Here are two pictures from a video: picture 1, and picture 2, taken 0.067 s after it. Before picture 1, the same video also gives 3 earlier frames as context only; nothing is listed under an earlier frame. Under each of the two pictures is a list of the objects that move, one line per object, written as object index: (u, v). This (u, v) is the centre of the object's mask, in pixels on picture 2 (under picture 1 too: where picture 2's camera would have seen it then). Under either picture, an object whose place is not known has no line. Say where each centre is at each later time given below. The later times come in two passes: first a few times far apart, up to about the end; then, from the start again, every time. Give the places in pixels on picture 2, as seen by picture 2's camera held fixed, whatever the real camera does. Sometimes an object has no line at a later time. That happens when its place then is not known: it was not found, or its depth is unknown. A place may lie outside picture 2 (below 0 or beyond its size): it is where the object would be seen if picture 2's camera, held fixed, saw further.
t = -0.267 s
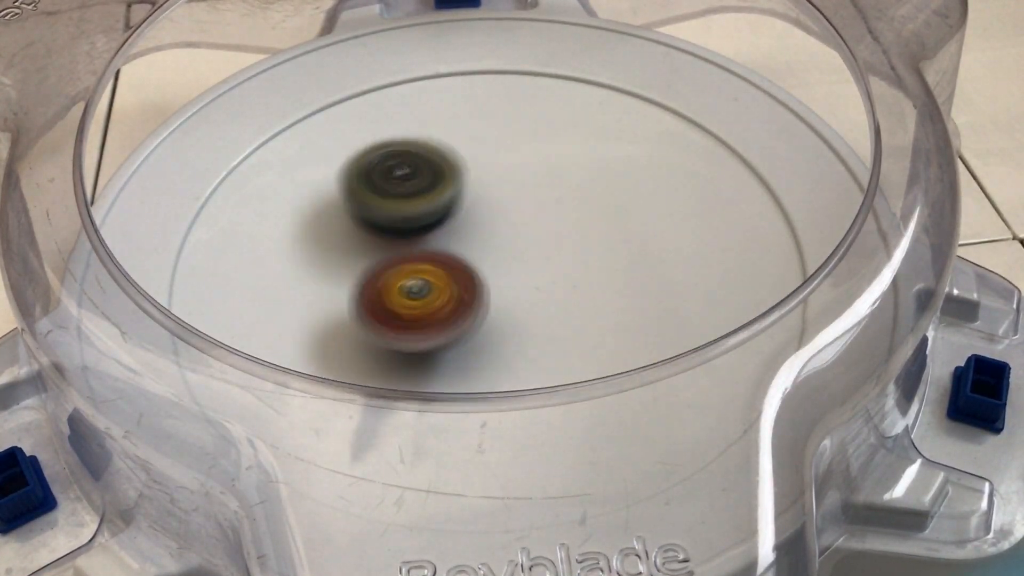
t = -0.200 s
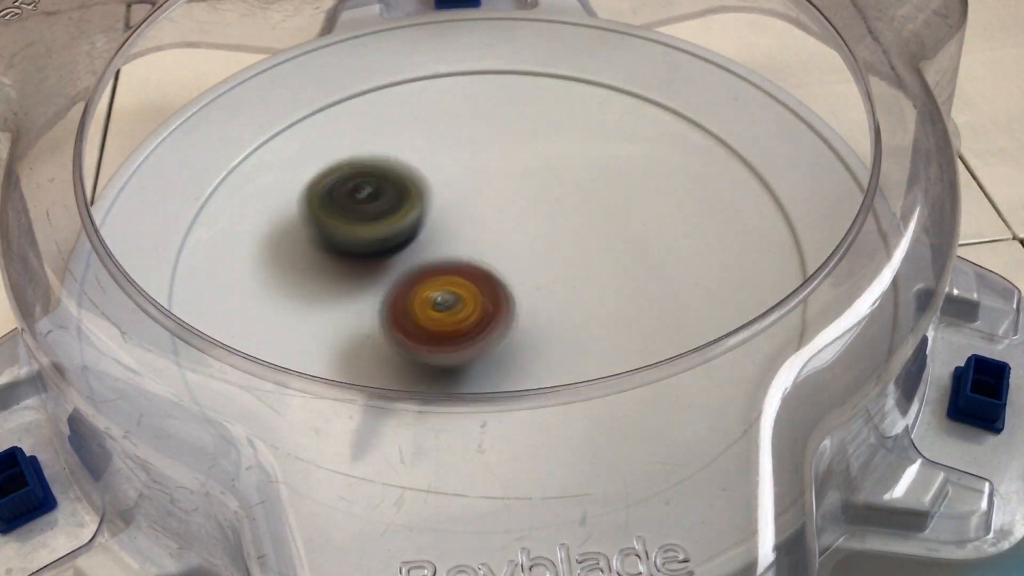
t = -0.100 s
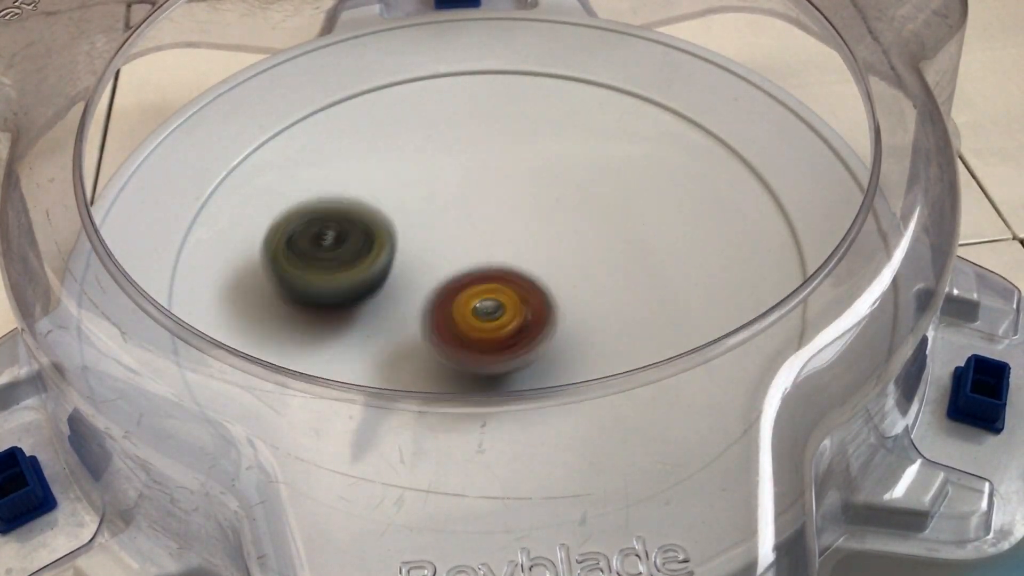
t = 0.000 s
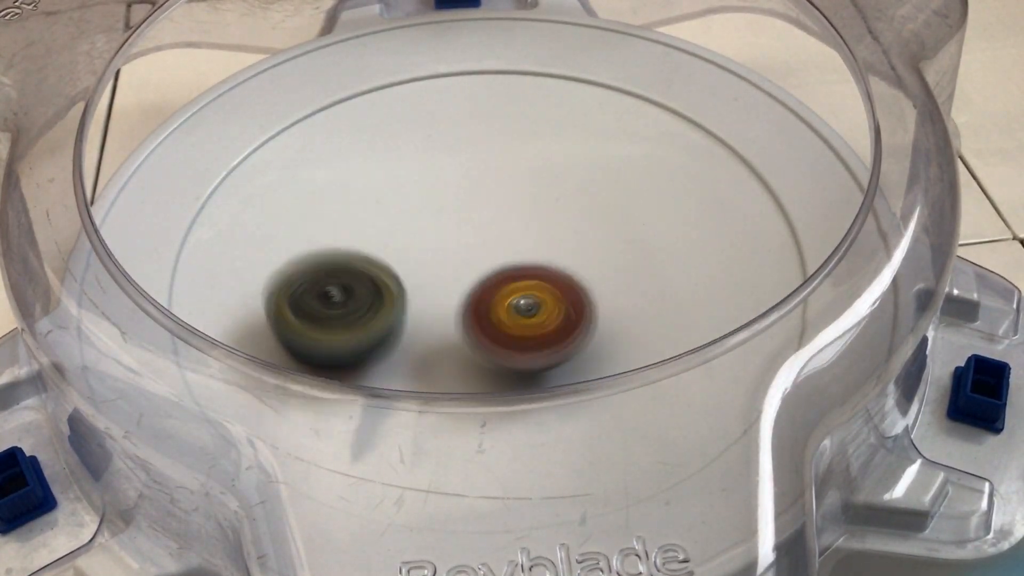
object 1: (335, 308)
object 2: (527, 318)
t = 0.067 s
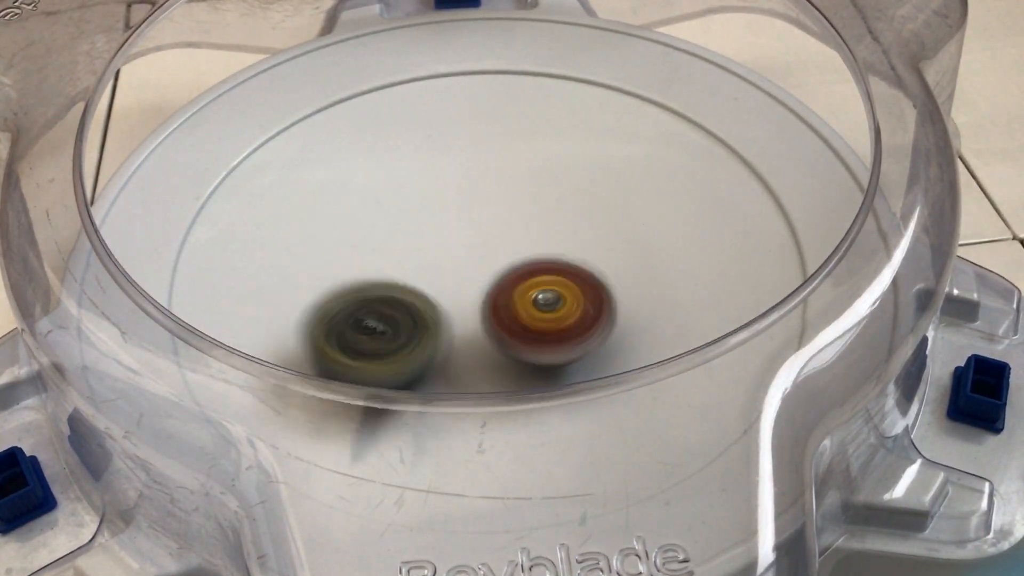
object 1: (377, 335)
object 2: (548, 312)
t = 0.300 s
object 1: (417, 374)
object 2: (694, 214)
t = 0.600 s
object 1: (447, 271)
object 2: (610, 122)
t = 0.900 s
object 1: (231, 217)
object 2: (557, 176)
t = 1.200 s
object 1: (325, 315)
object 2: (558, 257)
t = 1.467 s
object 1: (406, 228)
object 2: (680, 305)
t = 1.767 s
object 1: (381, 162)
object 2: (665, 293)
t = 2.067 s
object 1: (466, 144)
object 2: (505, 304)
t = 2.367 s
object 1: (459, 128)
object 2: (439, 342)
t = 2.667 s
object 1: (605, 241)
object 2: (395, 270)
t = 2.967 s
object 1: (691, 277)
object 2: (361, 205)
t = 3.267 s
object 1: (590, 341)
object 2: (484, 198)
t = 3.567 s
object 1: (419, 351)
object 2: (599, 249)
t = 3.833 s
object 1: (337, 291)
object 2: (607, 304)
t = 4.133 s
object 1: (361, 205)
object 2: (480, 301)
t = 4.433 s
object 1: (473, 132)
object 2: (401, 260)
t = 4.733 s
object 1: (573, 157)
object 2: (456, 231)
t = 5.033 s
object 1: (648, 245)
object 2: (448, 249)
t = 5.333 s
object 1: (553, 311)
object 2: (425, 243)
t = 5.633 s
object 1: (497, 291)
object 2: (435, 202)
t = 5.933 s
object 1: (462, 317)
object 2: (460, 207)
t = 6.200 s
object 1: (432, 334)
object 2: (604, 234)
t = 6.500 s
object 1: (459, 286)
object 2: (540, 218)
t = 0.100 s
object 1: (406, 343)
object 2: (556, 309)
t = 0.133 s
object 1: (440, 348)
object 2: (564, 304)
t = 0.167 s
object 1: (433, 352)
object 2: (601, 288)
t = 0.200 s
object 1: (421, 355)
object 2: (638, 270)
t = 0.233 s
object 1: (414, 369)
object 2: (663, 252)
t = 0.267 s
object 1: (413, 373)
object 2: (681, 233)
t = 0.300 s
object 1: (417, 374)
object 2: (694, 214)
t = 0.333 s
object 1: (423, 373)
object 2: (701, 194)
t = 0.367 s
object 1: (432, 358)
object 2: (702, 176)
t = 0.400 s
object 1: (441, 355)
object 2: (698, 159)
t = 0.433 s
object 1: (448, 348)
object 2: (690, 144)
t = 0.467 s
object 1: (453, 340)
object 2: (678, 133)
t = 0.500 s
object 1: (456, 326)
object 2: (664, 126)
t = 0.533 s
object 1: (456, 308)
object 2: (647, 122)
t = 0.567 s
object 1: (452, 290)
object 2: (629, 121)
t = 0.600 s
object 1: (447, 271)
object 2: (610, 122)
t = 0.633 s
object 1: (439, 253)
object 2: (589, 126)
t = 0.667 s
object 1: (430, 238)
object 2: (567, 133)
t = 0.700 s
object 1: (419, 225)
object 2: (545, 140)
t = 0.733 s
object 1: (409, 214)
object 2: (523, 152)
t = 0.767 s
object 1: (380, 206)
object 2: (517, 161)
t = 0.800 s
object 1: (327, 207)
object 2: (536, 162)
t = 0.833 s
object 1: (284, 207)
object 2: (549, 166)
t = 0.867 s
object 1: (252, 212)
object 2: (555, 171)
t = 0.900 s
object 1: (231, 217)
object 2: (557, 176)
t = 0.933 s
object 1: (219, 225)
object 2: (558, 181)
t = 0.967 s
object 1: (213, 234)
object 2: (559, 186)
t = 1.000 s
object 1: (211, 245)
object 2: (560, 192)
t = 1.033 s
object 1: (213, 257)
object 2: (560, 201)
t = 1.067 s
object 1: (219, 272)
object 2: (560, 210)
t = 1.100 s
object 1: (234, 286)
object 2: (560, 221)
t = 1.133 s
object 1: (258, 299)
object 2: (559, 232)
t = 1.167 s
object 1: (287, 308)
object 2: (559, 244)
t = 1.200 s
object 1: (325, 315)
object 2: (558, 257)
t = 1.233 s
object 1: (364, 314)
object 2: (557, 268)
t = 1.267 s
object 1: (402, 310)
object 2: (555, 281)
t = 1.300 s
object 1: (419, 301)
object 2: (572, 292)
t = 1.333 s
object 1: (411, 288)
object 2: (607, 300)
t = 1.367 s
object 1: (408, 273)
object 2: (629, 303)
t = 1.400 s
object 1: (407, 258)
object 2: (653, 306)
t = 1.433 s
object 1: (407, 243)
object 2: (669, 306)
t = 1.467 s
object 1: (406, 228)
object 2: (680, 305)
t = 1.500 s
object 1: (404, 215)
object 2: (686, 304)
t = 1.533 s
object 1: (402, 202)
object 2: (689, 304)
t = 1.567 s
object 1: (399, 191)
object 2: (691, 303)
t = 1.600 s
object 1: (396, 182)
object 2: (692, 302)
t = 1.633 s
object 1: (393, 173)
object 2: (691, 301)
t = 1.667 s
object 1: (389, 167)
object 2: (688, 300)
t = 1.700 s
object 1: (385, 163)
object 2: (684, 299)
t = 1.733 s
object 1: (382, 162)
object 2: (677, 297)
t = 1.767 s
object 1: (381, 162)
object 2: (665, 293)
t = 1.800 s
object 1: (383, 165)
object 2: (649, 288)
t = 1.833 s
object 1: (388, 170)
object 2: (628, 283)
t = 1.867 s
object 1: (396, 175)
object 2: (605, 278)
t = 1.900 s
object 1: (409, 181)
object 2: (583, 273)
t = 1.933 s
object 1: (424, 186)
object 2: (559, 268)
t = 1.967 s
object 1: (442, 190)
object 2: (536, 263)
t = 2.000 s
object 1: (455, 177)
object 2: (521, 274)
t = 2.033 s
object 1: (462, 158)
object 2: (515, 293)
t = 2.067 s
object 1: (466, 144)
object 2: (505, 304)
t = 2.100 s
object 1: (468, 131)
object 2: (494, 315)
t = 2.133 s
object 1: (469, 122)
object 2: (483, 326)
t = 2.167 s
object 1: (468, 115)
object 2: (472, 334)
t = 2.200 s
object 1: (467, 110)
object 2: (463, 340)
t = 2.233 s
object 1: (464, 107)
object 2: (454, 343)
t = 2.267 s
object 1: (461, 108)
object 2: (449, 345)
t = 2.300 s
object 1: (459, 111)
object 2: (444, 345)
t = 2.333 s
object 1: (458, 118)
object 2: (441, 344)
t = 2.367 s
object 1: (459, 128)
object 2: (439, 342)
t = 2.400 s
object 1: (463, 139)
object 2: (438, 340)
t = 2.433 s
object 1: (470, 153)
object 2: (438, 335)
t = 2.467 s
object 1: (479, 167)
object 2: (435, 329)
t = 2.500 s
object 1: (491, 183)
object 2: (436, 320)
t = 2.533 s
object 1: (504, 198)
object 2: (434, 310)
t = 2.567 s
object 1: (519, 213)
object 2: (434, 299)
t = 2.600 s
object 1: (534, 224)
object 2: (435, 286)
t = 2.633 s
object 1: (572, 235)
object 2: (413, 278)
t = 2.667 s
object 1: (605, 241)
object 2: (395, 270)
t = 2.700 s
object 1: (633, 247)
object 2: (383, 262)
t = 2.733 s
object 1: (655, 253)
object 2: (372, 253)
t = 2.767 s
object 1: (669, 256)
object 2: (363, 243)
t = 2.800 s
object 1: (679, 258)
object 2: (359, 235)
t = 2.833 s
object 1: (685, 261)
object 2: (354, 225)
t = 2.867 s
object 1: (689, 263)
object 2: (351, 218)
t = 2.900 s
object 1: (691, 267)
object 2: (353, 213)
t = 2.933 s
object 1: (692, 271)
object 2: (355, 207)
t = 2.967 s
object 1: (691, 277)
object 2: (361, 205)
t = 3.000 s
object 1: (689, 285)
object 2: (370, 201)
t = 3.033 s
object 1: (684, 293)
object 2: (379, 197)
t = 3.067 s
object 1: (678, 300)
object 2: (391, 197)
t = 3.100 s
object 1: (669, 307)
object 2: (403, 194)
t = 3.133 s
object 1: (658, 314)
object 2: (422, 194)
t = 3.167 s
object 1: (645, 322)
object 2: (437, 195)
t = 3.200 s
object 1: (627, 330)
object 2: (451, 195)
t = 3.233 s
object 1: (610, 336)
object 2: (467, 196)
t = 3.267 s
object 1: (590, 341)
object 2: (484, 198)
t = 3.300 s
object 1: (571, 346)
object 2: (500, 202)
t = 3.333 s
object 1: (549, 351)
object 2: (516, 206)
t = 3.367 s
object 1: (529, 354)
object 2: (528, 210)
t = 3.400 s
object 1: (510, 356)
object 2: (542, 215)
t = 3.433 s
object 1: (492, 357)
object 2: (557, 220)
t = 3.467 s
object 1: (473, 357)
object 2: (570, 228)
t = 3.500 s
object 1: (453, 356)
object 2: (581, 234)
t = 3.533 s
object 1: (436, 354)
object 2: (590, 241)
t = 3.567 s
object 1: (419, 351)
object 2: (599, 249)
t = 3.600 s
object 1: (404, 347)
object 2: (609, 257)
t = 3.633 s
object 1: (388, 343)
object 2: (615, 266)
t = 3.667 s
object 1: (374, 338)
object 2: (620, 274)
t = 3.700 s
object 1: (363, 331)
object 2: (621, 281)
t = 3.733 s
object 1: (353, 323)
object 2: (621, 288)
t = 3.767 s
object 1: (345, 311)
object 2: (618, 295)
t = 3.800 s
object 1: (339, 301)
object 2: (612, 300)
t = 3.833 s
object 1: (337, 291)
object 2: (607, 304)
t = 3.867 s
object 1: (334, 278)
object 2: (597, 307)
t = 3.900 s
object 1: (332, 267)
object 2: (587, 310)
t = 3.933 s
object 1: (331, 258)
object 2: (571, 312)
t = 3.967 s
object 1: (333, 248)
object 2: (555, 313)
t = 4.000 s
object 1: (336, 237)
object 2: (538, 313)
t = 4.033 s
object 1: (340, 228)
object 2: (522, 312)
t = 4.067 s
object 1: (345, 221)
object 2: (509, 310)
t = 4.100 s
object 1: (352, 213)
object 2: (494, 305)
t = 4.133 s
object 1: (361, 205)
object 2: (480, 301)
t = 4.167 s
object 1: (370, 199)
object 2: (466, 294)
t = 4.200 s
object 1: (382, 194)
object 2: (452, 287)
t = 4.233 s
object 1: (396, 187)
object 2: (442, 279)
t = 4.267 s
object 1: (409, 179)
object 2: (431, 273)
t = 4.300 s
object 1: (427, 166)
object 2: (420, 272)
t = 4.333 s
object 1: (442, 153)
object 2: (412, 270)
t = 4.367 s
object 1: (454, 143)
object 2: (406, 266)
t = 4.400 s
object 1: (462, 137)
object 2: (403, 263)
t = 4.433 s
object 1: (473, 132)
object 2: (401, 260)
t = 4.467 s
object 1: (482, 128)
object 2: (400, 256)
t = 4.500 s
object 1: (490, 127)
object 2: (403, 252)
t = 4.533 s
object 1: (503, 127)
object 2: (406, 249)
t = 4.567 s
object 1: (516, 126)
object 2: (410, 245)
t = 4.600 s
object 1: (525, 130)
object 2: (417, 242)
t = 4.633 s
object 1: (539, 135)
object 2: (423, 238)
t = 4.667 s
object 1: (552, 140)
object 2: (433, 236)
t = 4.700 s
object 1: (562, 148)
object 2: (443, 233)
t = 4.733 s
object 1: (573, 157)
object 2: (456, 231)
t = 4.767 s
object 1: (585, 166)
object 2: (469, 229)
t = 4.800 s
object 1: (592, 176)
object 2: (481, 227)
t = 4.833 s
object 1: (616, 185)
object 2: (476, 227)
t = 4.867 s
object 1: (634, 192)
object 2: (470, 233)
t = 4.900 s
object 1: (645, 201)
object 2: (466, 240)
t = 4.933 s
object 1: (651, 212)
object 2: (461, 243)
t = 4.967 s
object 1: (652, 223)
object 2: (457, 245)
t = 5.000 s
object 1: (650, 235)
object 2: (452, 248)
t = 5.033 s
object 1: (648, 245)
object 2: (448, 249)
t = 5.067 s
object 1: (641, 256)
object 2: (446, 251)
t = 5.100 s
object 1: (631, 267)
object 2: (442, 251)
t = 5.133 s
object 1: (622, 274)
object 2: (441, 252)
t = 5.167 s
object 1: (608, 283)
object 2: (441, 252)
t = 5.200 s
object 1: (593, 289)
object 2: (442, 254)
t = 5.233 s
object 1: (579, 294)
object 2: (441, 255)
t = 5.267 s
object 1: (562, 300)
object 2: (439, 255)
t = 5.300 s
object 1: (559, 305)
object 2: (432, 249)
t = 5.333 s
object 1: (553, 311)
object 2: (425, 243)
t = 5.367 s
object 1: (545, 314)
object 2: (424, 240)
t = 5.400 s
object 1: (538, 312)
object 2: (421, 235)
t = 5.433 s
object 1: (525, 310)
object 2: (424, 231)
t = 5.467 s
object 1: (516, 305)
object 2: (424, 228)
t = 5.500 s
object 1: (512, 305)
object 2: (423, 217)
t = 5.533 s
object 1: (513, 309)
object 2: (423, 206)
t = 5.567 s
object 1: (509, 305)
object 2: (430, 201)
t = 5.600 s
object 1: (502, 298)
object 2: (434, 200)
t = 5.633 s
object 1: (497, 291)
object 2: (435, 202)
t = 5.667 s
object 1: (489, 282)
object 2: (433, 201)
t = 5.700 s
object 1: (481, 289)
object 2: (437, 196)
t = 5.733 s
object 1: (473, 302)
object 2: (445, 182)
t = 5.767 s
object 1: (468, 311)
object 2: (454, 172)
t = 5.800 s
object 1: (464, 315)
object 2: (460, 171)
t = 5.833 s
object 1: (463, 318)
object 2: (465, 179)
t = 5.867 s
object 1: (462, 319)
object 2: (463, 187)
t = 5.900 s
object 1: (463, 319)
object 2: (460, 198)
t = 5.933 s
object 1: (462, 317)
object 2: (460, 207)
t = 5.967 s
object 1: (463, 315)
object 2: (464, 214)
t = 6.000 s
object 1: (464, 313)
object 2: (468, 220)
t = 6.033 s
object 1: (455, 320)
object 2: (493, 229)
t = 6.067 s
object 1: (446, 327)
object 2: (520, 238)
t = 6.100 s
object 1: (442, 329)
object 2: (547, 247)
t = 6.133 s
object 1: (440, 332)
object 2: (572, 245)
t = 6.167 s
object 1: (434, 335)
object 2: (592, 239)
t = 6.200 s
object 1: (432, 334)
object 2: (604, 234)
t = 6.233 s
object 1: (428, 334)
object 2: (604, 226)
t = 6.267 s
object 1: (430, 330)
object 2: (598, 221)
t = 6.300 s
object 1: (432, 327)
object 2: (590, 216)
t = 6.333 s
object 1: (433, 320)
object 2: (582, 213)
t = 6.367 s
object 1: (439, 314)
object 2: (573, 212)
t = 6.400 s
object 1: (442, 309)
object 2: (565, 212)
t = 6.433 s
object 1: (447, 300)
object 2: (554, 214)
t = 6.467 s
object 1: (456, 292)
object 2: (543, 218)
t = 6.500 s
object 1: (459, 286)
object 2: (540, 218)
